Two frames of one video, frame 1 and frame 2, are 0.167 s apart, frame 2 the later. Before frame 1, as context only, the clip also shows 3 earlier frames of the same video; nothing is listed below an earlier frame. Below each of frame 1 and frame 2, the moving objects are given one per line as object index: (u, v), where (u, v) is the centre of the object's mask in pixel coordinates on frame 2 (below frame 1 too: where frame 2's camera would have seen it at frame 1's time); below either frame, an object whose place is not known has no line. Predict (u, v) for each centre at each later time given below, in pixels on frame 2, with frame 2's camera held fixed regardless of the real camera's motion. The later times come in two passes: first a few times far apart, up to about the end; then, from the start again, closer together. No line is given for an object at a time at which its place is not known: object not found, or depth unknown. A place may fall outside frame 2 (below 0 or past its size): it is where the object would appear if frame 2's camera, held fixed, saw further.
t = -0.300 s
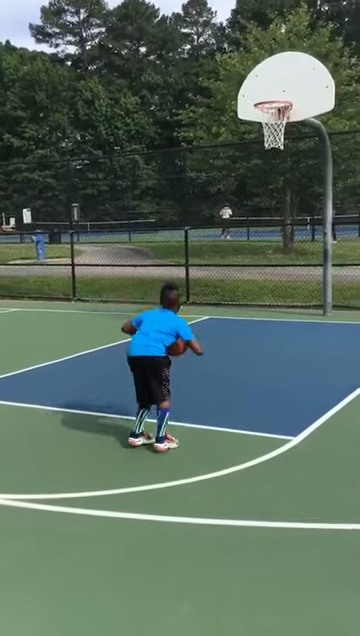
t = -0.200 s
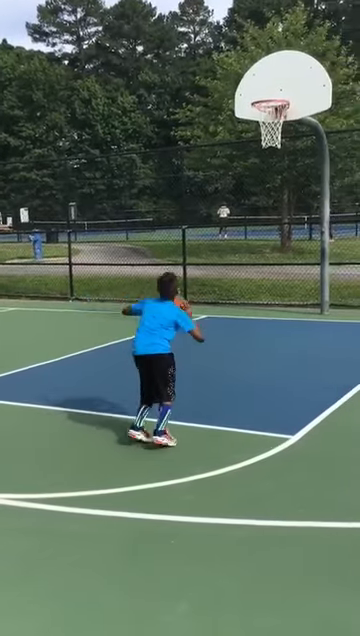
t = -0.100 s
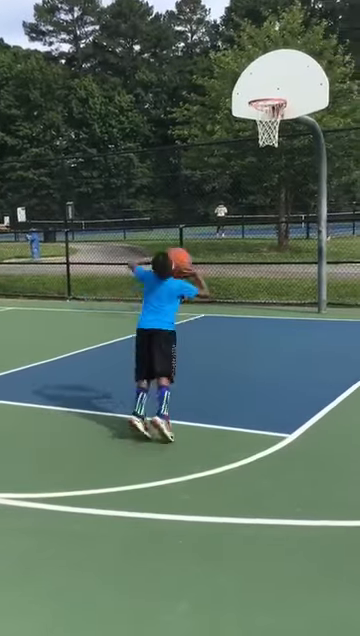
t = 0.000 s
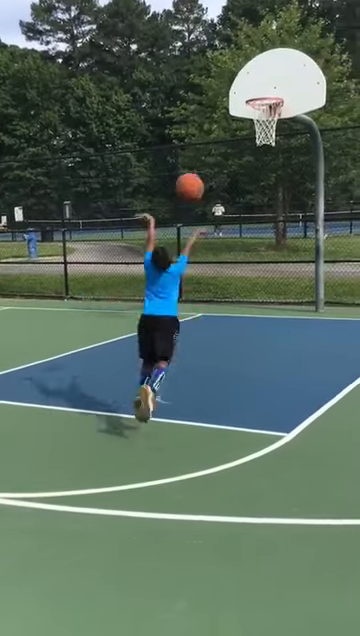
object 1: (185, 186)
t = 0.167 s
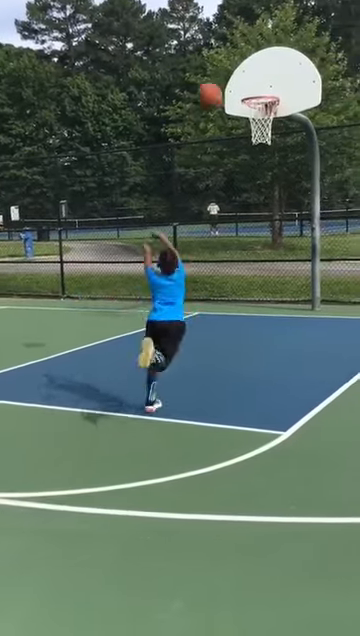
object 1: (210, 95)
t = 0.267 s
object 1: (221, 63)
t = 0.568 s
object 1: (250, 40)
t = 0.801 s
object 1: (270, 79)
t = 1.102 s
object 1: (261, 90)
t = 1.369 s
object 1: (266, 93)
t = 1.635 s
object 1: (258, 109)
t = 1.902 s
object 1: (268, 132)
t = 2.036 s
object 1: (271, 148)
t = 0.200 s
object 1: (214, 84)
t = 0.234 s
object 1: (217, 72)
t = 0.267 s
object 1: (221, 63)
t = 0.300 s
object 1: (225, 57)
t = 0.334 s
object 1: (229, 51)
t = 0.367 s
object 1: (233, 46)
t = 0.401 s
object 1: (236, 43)
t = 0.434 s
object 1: (240, 39)
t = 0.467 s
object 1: (242, 39)
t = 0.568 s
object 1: (250, 40)
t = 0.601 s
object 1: (254, 44)
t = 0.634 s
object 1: (257, 48)
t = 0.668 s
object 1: (260, 53)
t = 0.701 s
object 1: (262, 59)
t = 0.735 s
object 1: (265, 65)
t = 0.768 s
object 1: (267, 72)
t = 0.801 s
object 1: (270, 79)
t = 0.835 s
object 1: (270, 86)
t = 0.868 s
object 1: (266, 88)
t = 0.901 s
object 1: (261, 90)
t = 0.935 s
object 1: (257, 92)
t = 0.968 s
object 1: (258, 91)
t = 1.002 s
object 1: (260, 91)
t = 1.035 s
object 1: (262, 90)
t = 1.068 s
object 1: (263, 91)
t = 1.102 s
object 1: (261, 90)
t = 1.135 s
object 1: (258, 90)
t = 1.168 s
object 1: (256, 91)
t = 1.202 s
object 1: (253, 92)
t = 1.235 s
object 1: (253, 93)
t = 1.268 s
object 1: (259, 94)
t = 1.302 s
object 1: (264, 92)
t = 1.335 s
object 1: (269, 94)
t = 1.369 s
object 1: (266, 93)
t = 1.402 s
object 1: (261, 94)
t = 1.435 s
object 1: (257, 96)
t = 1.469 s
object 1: (254, 98)
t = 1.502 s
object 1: (254, 98)
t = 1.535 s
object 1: (255, 99)
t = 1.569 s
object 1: (255, 105)
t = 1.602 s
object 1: (256, 109)
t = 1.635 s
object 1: (258, 109)
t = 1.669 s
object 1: (259, 109)
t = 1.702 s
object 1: (260, 110)
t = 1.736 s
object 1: (262, 110)
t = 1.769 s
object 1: (264, 111)
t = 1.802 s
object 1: (263, 113)
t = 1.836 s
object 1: (265, 113)
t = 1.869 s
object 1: (266, 131)
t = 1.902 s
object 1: (268, 132)
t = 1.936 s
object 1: (270, 134)
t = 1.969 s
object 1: (271, 137)
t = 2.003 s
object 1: (272, 141)
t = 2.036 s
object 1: (271, 148)
